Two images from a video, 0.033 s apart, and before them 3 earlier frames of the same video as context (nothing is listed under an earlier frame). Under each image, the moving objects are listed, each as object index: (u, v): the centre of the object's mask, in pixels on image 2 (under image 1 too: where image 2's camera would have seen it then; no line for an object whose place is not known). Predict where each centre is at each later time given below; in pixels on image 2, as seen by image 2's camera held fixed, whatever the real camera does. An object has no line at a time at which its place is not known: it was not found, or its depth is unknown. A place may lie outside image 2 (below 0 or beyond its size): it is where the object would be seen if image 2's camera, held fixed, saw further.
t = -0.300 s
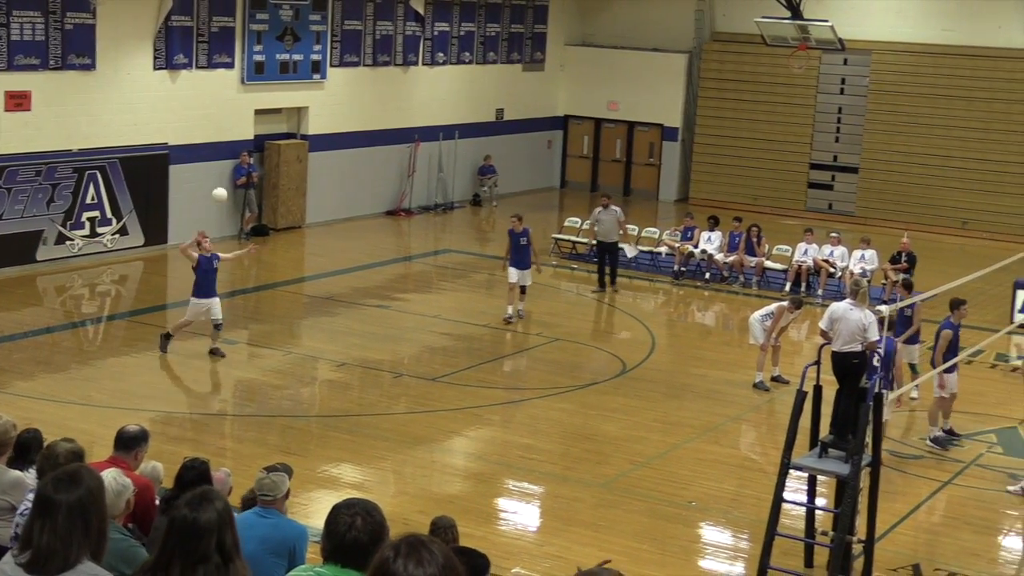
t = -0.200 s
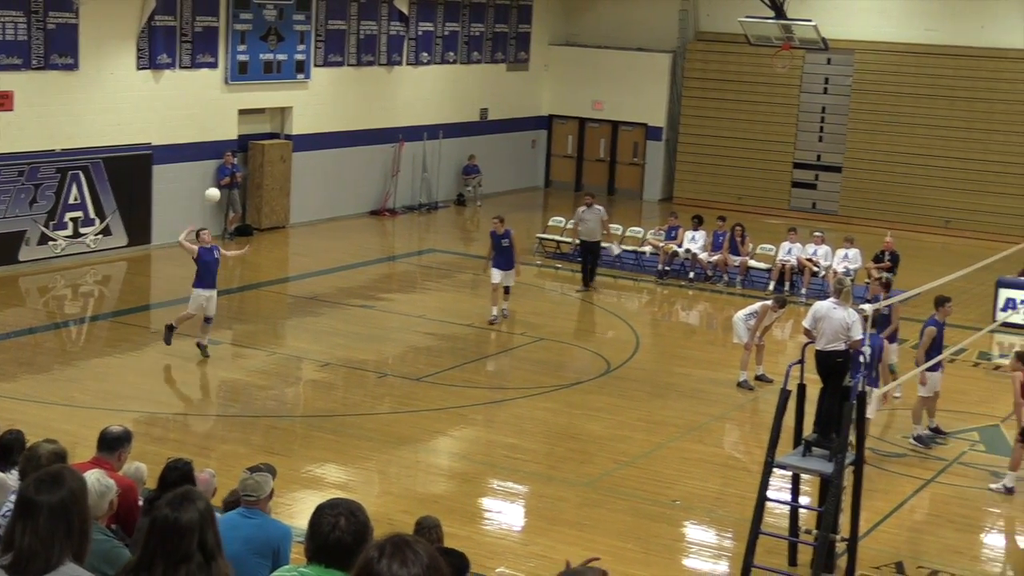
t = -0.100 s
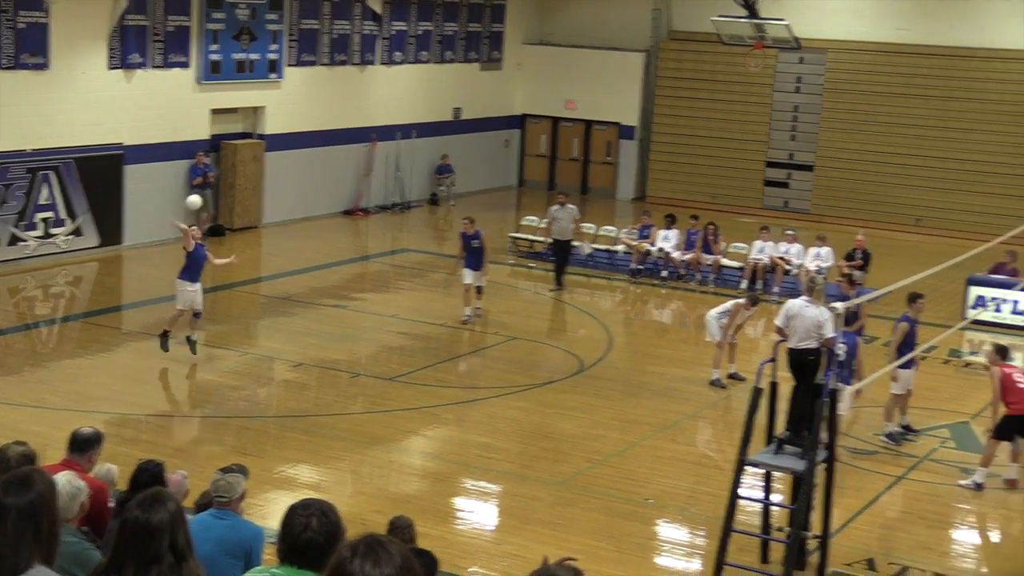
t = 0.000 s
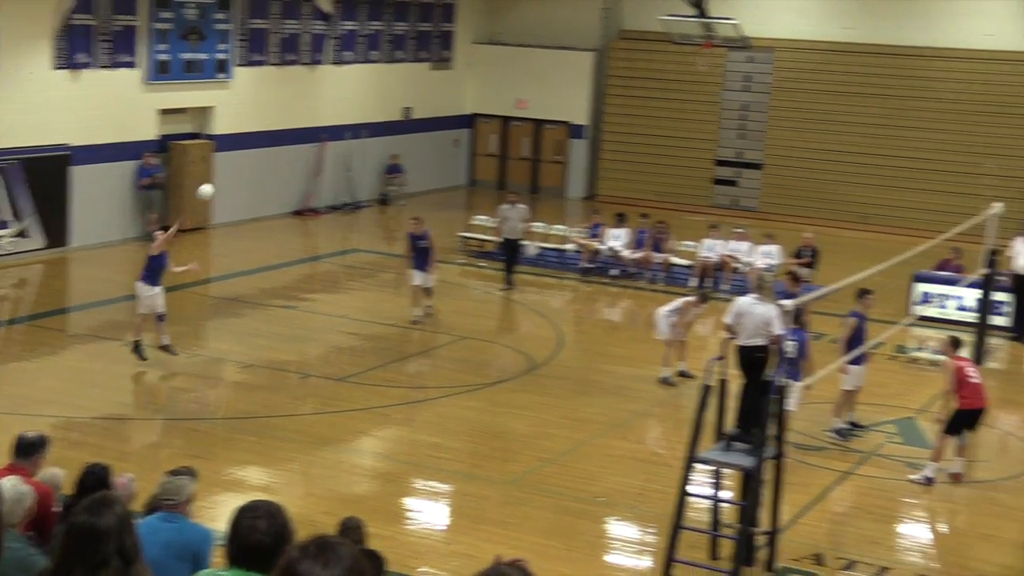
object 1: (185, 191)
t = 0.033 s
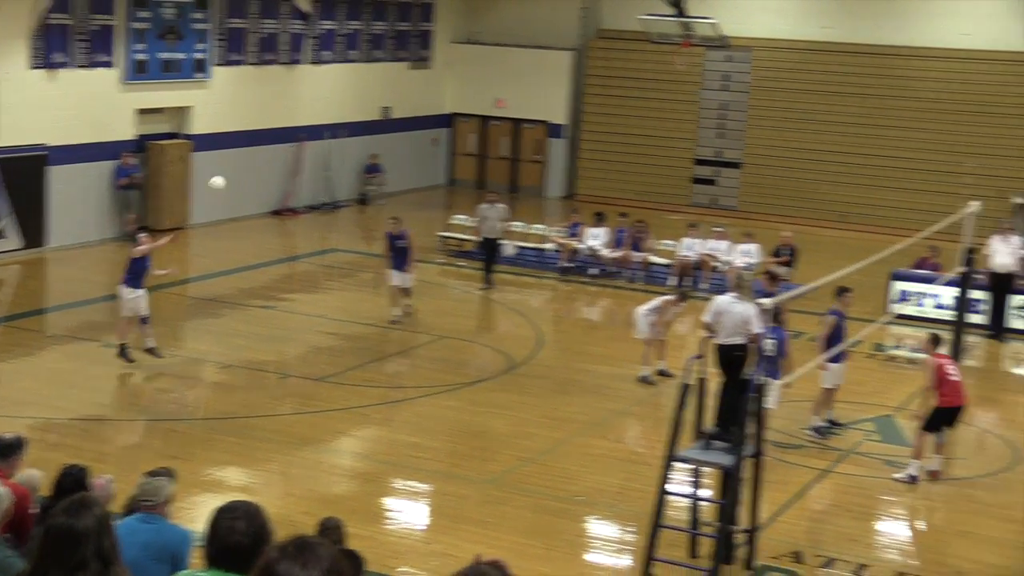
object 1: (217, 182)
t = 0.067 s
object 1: (248, 176)
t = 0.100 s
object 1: (277, 171)
